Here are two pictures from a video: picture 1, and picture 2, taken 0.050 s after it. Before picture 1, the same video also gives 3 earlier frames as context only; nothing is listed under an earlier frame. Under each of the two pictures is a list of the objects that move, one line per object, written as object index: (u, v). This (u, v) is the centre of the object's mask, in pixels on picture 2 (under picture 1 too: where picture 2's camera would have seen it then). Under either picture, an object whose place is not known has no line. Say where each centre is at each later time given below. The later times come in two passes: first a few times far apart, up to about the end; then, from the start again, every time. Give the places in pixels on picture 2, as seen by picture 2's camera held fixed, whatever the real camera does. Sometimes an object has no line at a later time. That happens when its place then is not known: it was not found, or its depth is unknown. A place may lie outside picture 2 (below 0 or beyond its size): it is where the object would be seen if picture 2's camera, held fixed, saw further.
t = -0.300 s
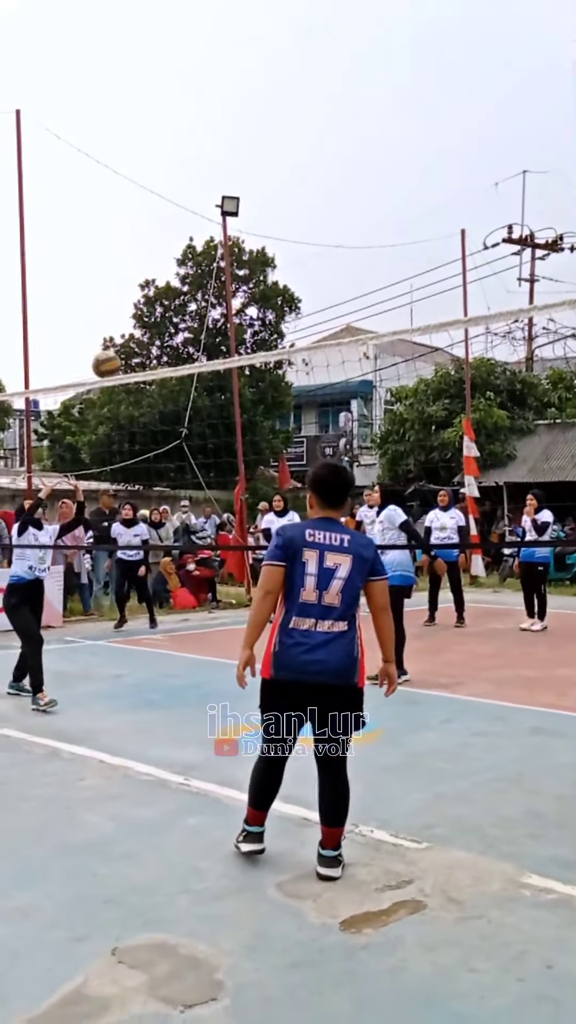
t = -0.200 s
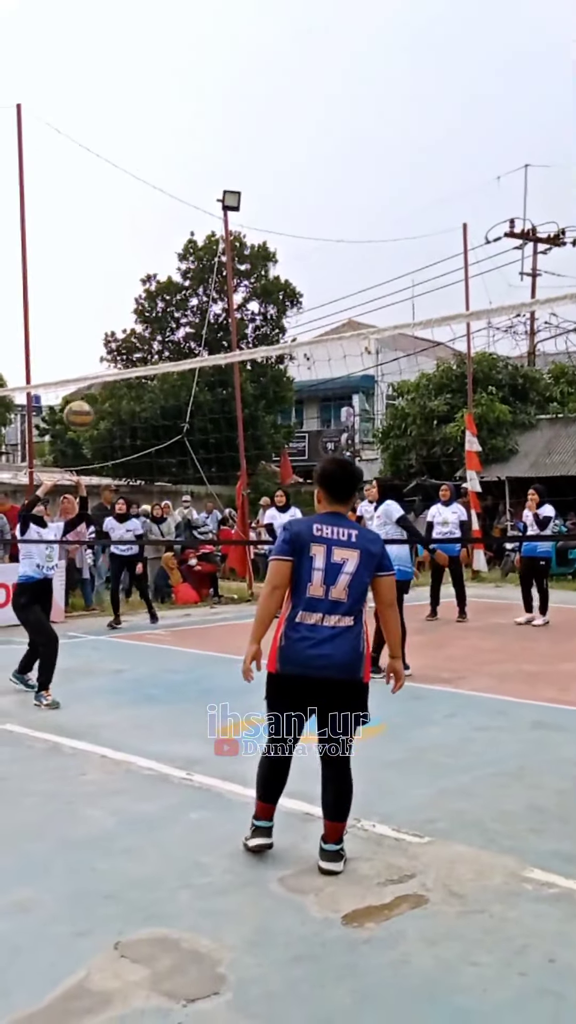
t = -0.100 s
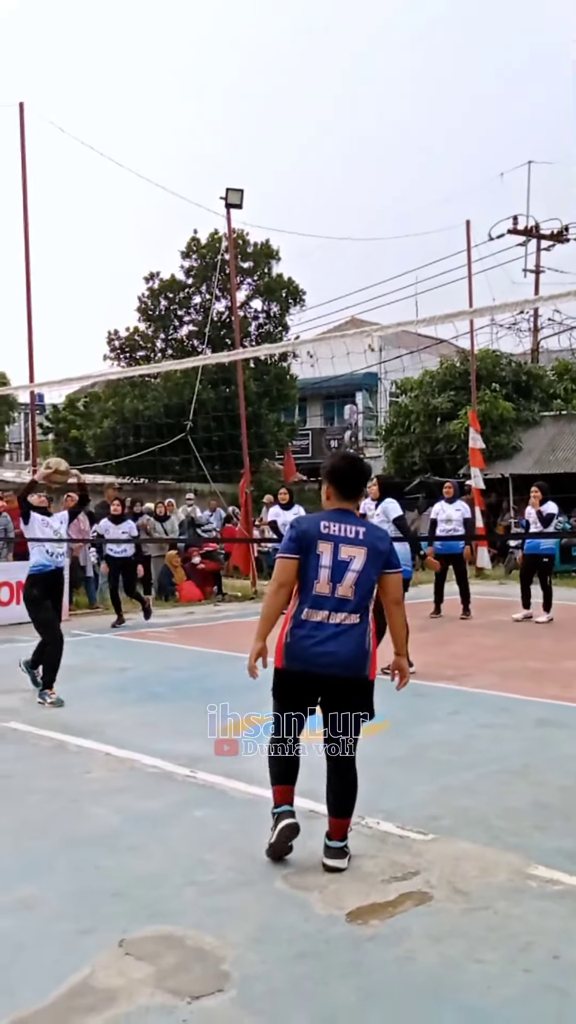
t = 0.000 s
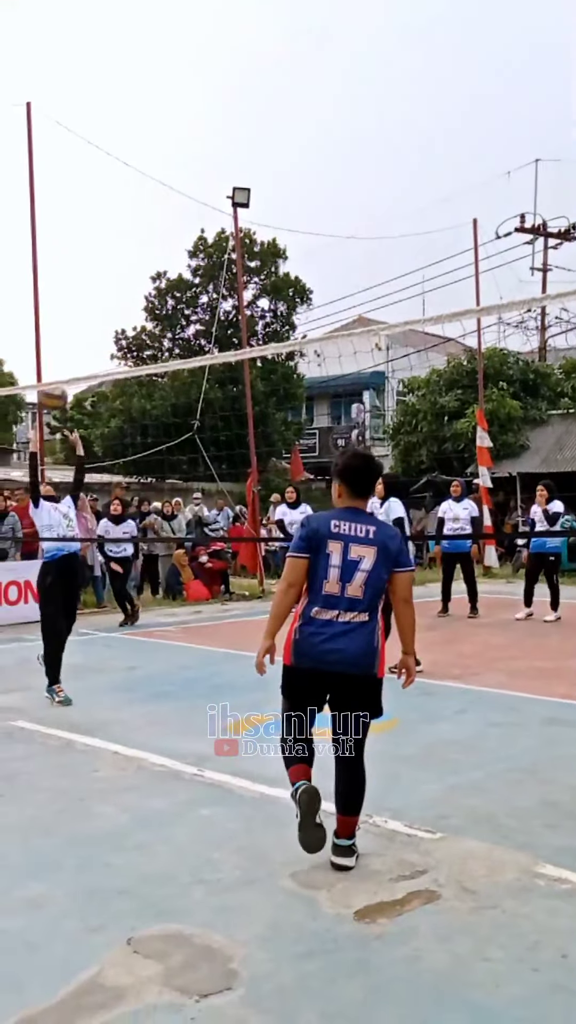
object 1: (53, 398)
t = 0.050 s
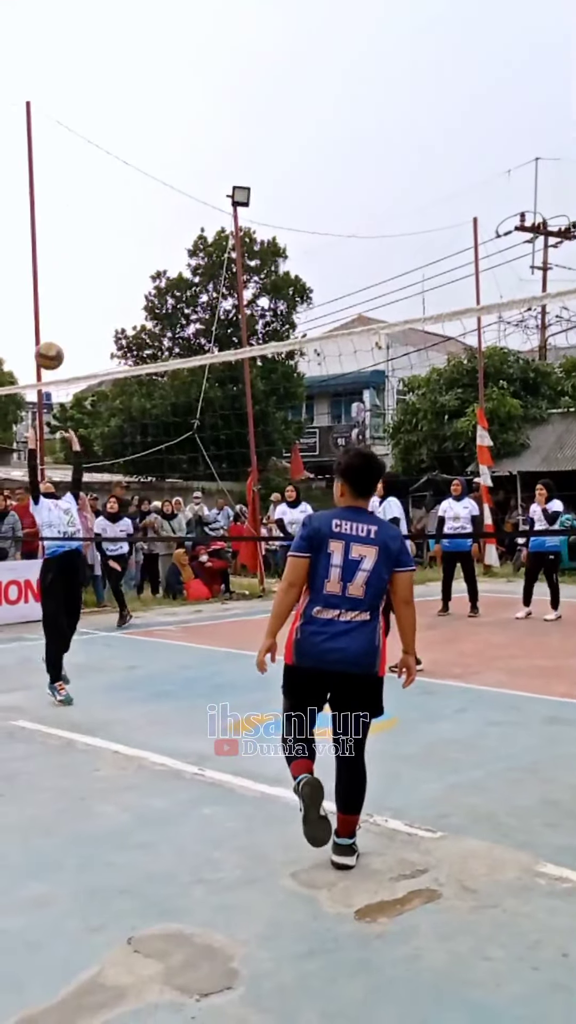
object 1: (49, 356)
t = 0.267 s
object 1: (31, 223)
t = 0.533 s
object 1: (14, 152)
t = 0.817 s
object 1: (3, 179)
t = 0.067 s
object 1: (48, 343)
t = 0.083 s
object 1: (47, 331)
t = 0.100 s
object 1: (45, 319)
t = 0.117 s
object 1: (44, 307)
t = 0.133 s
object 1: (43, 296)
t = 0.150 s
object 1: (41, 286)
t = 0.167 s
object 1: (40, 275)
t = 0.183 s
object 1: (38, 265)
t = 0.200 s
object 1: (37, 256)
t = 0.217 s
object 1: (35, 247)
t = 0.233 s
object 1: (34, 238)
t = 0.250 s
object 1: (32, 231)
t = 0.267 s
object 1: (31, 223)
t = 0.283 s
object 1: (30, 215)
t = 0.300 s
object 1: (29, 208)
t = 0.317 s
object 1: (27, 202)
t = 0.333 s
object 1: (26, 196)
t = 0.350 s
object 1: (25, 190)
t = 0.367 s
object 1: (24, 185)
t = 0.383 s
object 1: (23, 180)
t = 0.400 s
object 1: (22, 175)
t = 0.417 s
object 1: (21, 171)
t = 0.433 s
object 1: (20, 167)
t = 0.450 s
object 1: (19, 164)
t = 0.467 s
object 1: (18, 161)
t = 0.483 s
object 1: (17, 158)
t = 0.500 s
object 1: (16, 156)
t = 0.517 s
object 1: (15, 154)
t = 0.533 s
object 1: (14, 152)
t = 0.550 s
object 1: (13, 151)
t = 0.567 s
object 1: (12, 150)
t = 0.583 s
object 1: (12, 150)
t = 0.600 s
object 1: (11, 150)
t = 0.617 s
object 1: (11, 150)
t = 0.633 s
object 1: (10, 151)
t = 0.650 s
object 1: (9, 151)
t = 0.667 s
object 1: (9, 153)
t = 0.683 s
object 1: (8, 155)
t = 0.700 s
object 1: (8, 156)
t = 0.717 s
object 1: (7, 158)
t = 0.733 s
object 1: (7, 161)
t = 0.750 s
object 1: (6, 164)
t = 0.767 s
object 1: (5, 167)
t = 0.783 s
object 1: (5, 170)
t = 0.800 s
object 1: (4, 174)
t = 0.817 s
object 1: (3, 179)
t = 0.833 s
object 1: (3, 183)
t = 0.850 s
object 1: (2, 188)
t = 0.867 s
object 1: (2, 193)
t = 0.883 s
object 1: (1, 199)
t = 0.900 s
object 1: (0, 204)
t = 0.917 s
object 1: (-1, 210)
